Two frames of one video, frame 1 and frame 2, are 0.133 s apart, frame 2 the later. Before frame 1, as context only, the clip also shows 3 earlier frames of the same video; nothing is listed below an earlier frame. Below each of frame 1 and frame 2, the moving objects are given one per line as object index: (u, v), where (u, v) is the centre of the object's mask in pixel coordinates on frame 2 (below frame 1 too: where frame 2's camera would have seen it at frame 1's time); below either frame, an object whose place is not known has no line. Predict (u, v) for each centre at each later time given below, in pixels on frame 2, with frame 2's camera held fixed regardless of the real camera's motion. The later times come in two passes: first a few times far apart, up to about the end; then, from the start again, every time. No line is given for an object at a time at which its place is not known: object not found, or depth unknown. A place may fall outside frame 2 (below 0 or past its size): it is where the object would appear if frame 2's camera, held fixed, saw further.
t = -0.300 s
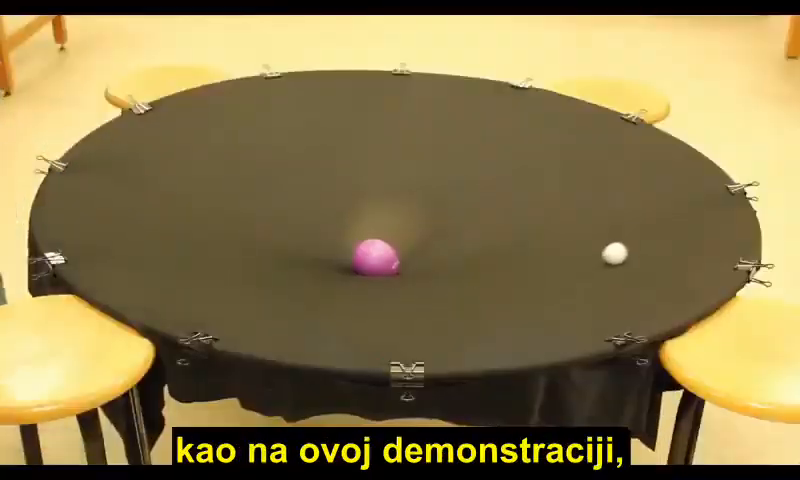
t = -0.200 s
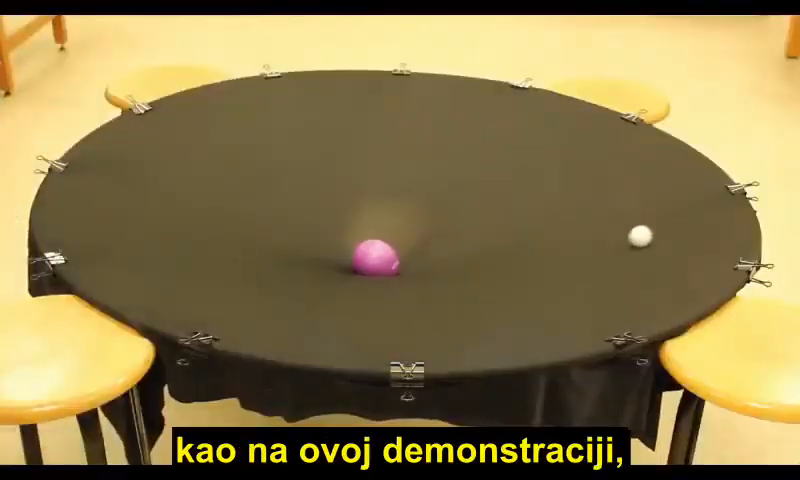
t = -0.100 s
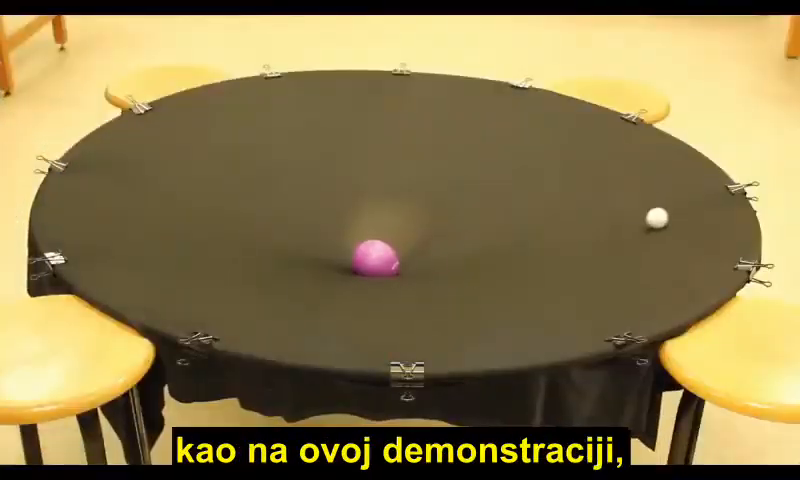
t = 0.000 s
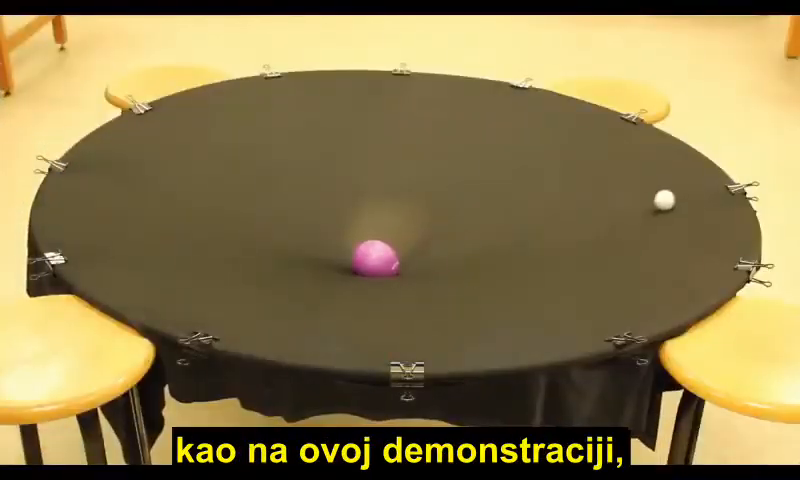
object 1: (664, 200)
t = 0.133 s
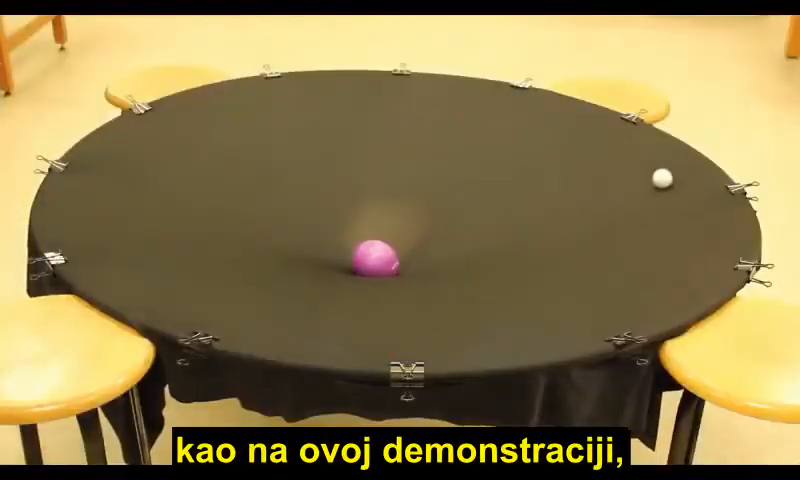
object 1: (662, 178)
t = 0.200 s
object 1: (657, 169)
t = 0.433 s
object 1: (624, 140)
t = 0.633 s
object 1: (580, 131)
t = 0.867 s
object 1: (508, 137)
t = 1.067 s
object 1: (429, 156)
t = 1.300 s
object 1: (322, 193)
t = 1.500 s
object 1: (245, 224)
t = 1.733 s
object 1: (198, 253)
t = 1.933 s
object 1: (193, 275)
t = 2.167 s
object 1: (228, 299)
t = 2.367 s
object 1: (287, 307)
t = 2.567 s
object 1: (359, 304)
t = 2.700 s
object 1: (408, 295)
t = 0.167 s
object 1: (660, 173)
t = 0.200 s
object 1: (657, 169)
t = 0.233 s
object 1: (654, 165)
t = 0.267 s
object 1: (650, 161)
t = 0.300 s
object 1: (645, 157)
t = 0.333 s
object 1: (641, 153)
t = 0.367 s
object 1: (635, 148)
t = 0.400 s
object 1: (630, 144)
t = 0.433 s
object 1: (624, 140)
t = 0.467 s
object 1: (618, 137)
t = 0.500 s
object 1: (611, 135)
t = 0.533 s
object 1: (604, 133)
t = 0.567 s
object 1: (597, 132)
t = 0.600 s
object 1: (589, 131)
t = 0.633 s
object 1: (580, 131)
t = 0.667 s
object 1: (571, 131)
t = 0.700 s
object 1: (562, 131)
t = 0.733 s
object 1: (552, 131)
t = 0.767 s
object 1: (542, 132)
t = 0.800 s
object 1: (531, 133)
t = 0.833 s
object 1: (520, 135)
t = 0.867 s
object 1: (508, 137)
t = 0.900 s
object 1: (496, 139)
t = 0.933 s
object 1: (484, 142)
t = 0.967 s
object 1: (471, 145)
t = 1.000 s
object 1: (457, 148)
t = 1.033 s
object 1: (444, 152)
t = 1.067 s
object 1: (429, 156)
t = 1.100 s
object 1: (415, 161)
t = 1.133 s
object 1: (400, 166)
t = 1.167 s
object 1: (384, 171)
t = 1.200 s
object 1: (369, 176)
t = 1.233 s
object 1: (353, 182)
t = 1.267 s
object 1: (338, 188)
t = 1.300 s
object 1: (322, 193)
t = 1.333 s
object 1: (307, 199)
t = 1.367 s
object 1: (293, 204)
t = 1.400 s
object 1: (280, 210)
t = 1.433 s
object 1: (267, 215)
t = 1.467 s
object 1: (255, 219)
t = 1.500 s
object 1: (245, 224)
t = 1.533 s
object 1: (235, 228)
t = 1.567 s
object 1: (226, 232)
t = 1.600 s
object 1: (219, 236)
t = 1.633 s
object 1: (212, 240)
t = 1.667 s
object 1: (206, 244)
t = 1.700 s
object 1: (202, 249)
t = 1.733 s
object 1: (198, 253)
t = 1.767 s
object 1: (194, 258)
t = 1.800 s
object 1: (192, 262)
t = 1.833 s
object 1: (191, 265)
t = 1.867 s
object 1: (191, 269)
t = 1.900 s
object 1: (191, 272)
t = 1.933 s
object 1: (193, 275)
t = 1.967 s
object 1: (195, 279)
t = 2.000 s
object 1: (198, 283)
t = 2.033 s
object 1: (202, 287)
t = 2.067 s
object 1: (208, 290)
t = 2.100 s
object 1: (213, 293)
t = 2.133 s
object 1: (220, 296)
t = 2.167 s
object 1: (228, 299)
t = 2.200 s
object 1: (236, 300)
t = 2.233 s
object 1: (245, 302)
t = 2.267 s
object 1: (255, 304)
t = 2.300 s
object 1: (264, 305)
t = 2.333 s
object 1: (275, 306)
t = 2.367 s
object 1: (287, 307)
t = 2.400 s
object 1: (298, 308)
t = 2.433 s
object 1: (310, 308)
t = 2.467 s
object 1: (322, 307)
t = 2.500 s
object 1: (334, 306)
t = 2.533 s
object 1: (347, 305)
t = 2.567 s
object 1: (359, 304)
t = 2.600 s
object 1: (372, 302)
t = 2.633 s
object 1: (384, 300)
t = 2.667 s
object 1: (396, 297)
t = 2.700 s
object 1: (408, 295)
